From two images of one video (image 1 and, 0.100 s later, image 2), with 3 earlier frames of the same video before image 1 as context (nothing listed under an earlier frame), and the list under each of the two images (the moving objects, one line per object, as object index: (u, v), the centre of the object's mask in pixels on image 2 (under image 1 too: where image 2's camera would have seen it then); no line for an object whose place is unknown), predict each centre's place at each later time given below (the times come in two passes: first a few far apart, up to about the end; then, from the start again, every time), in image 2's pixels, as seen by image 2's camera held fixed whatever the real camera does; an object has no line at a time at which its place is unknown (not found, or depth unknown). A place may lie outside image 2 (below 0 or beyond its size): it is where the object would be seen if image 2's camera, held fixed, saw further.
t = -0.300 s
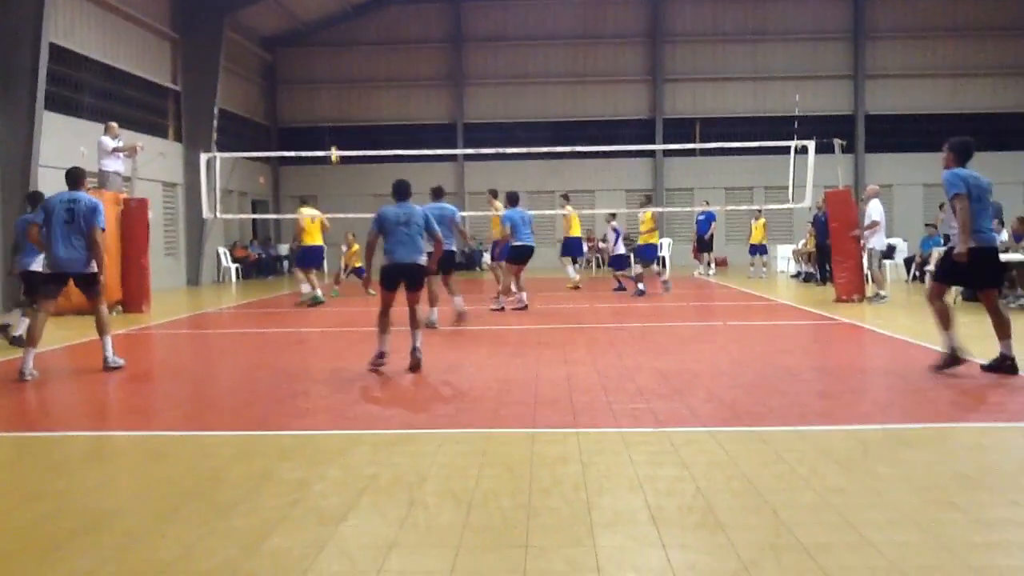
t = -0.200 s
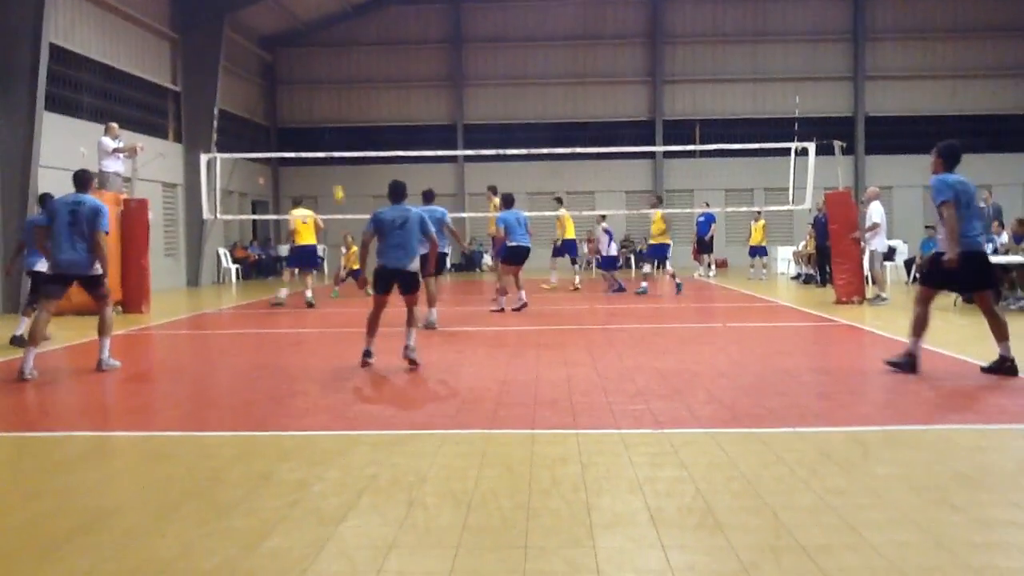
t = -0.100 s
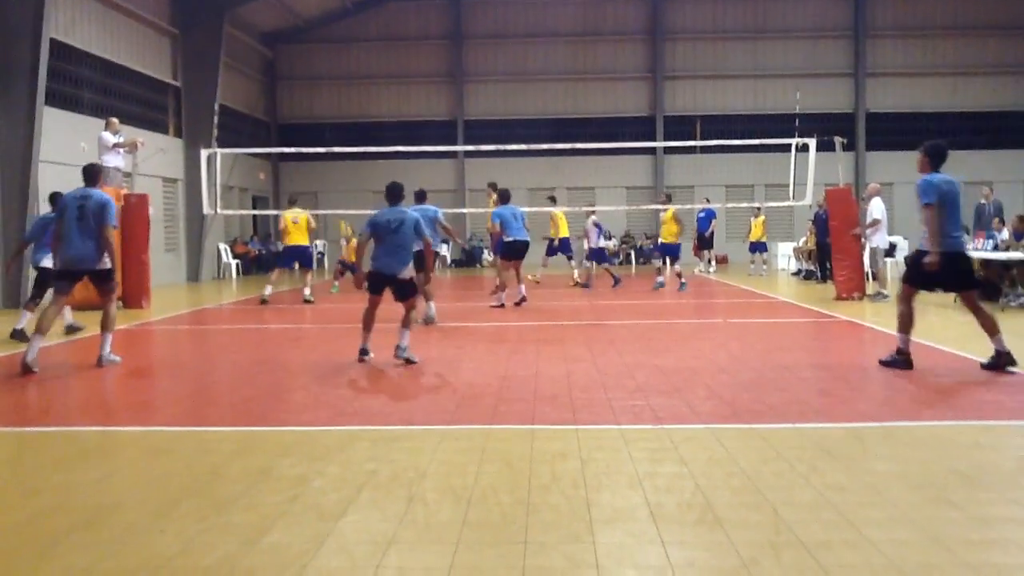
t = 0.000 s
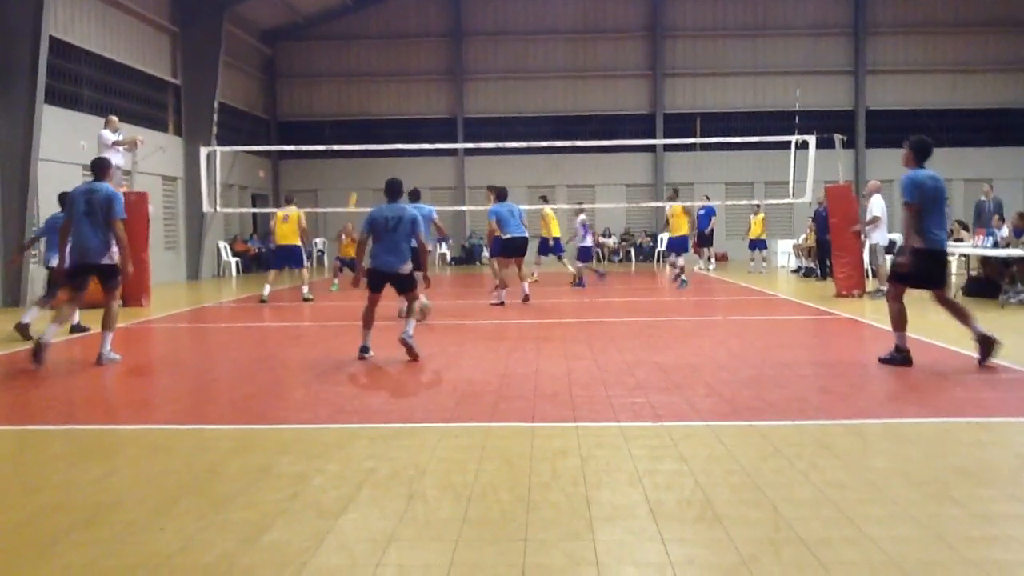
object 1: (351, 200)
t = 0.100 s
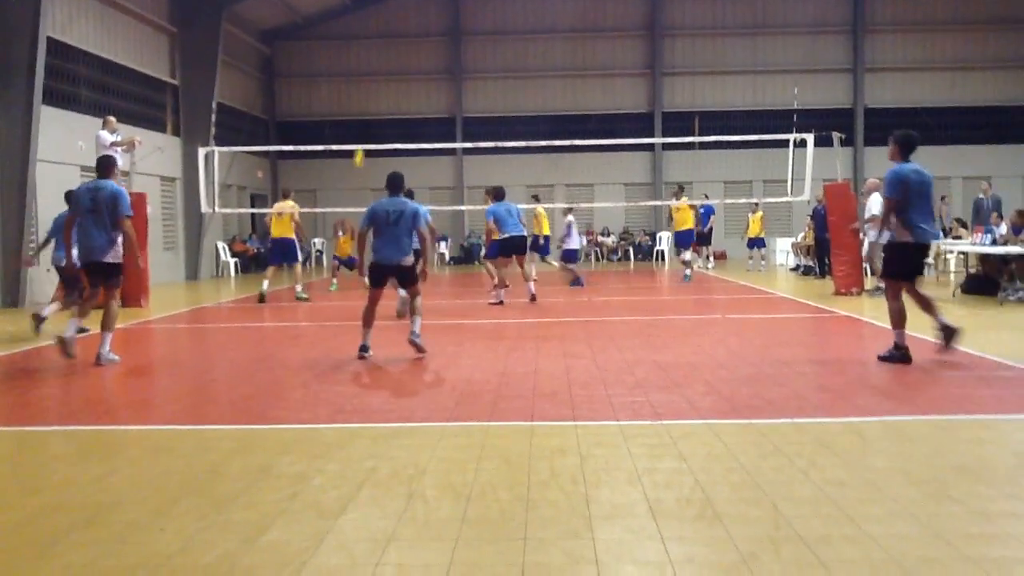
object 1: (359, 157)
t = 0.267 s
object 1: (374, 93)
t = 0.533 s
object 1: (398, 21)
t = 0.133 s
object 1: (362, 142)
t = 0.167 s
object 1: (364, 129)
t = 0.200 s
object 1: (368, 116)
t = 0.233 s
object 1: (371, 104)
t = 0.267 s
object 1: (374, 93)
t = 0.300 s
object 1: (377, 82)
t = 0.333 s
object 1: (380, 71)
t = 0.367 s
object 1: (383, 61)
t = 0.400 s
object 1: (386, 53)
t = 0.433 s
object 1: (389, 44)
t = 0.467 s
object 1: (392, 36)
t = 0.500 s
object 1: (395, 28)
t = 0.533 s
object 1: (398, 21)
